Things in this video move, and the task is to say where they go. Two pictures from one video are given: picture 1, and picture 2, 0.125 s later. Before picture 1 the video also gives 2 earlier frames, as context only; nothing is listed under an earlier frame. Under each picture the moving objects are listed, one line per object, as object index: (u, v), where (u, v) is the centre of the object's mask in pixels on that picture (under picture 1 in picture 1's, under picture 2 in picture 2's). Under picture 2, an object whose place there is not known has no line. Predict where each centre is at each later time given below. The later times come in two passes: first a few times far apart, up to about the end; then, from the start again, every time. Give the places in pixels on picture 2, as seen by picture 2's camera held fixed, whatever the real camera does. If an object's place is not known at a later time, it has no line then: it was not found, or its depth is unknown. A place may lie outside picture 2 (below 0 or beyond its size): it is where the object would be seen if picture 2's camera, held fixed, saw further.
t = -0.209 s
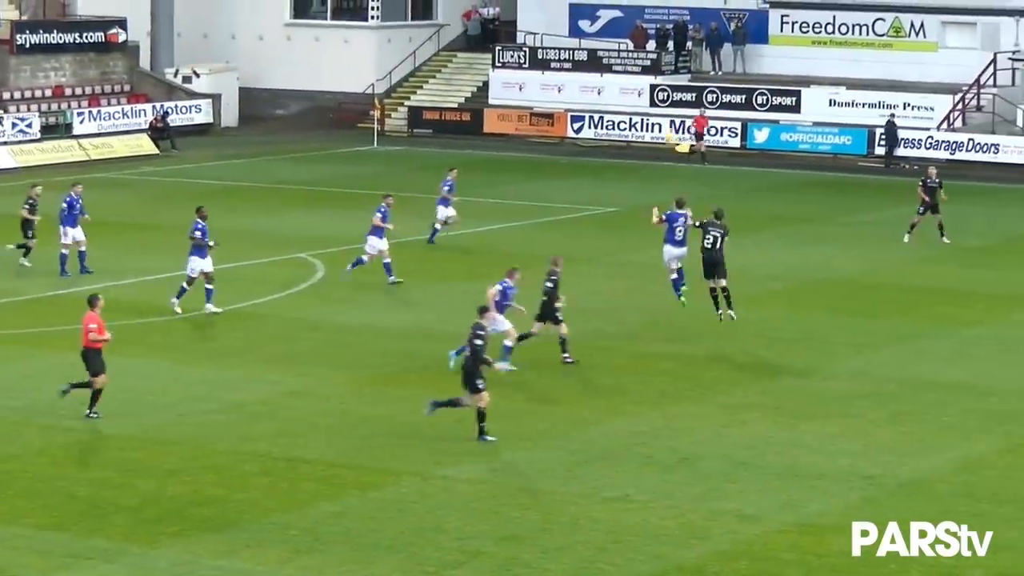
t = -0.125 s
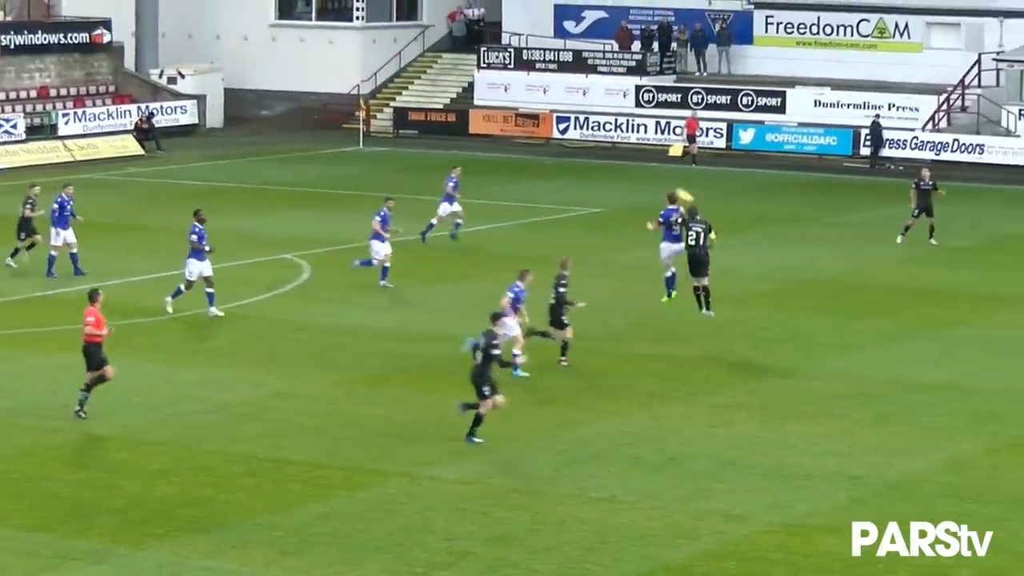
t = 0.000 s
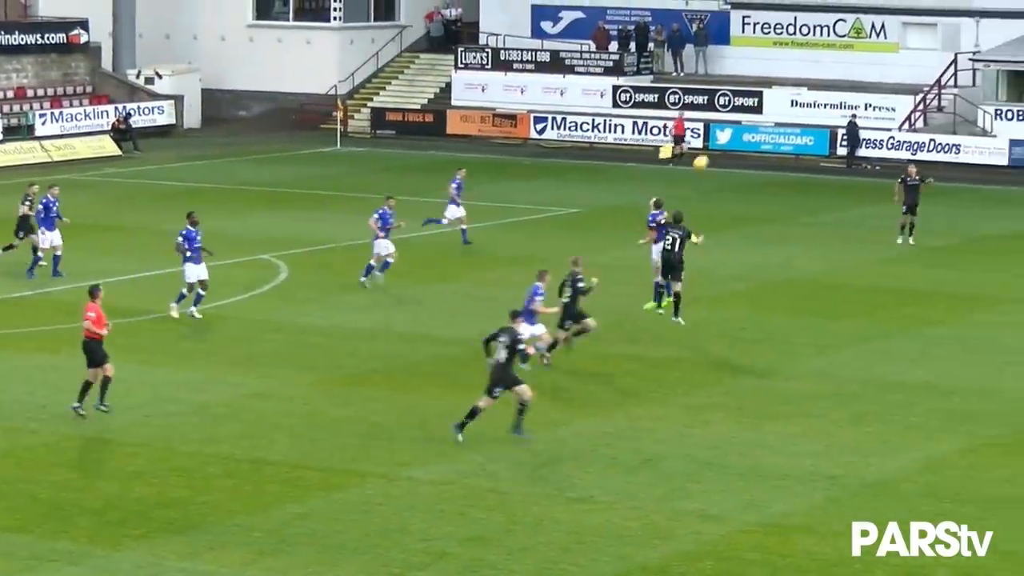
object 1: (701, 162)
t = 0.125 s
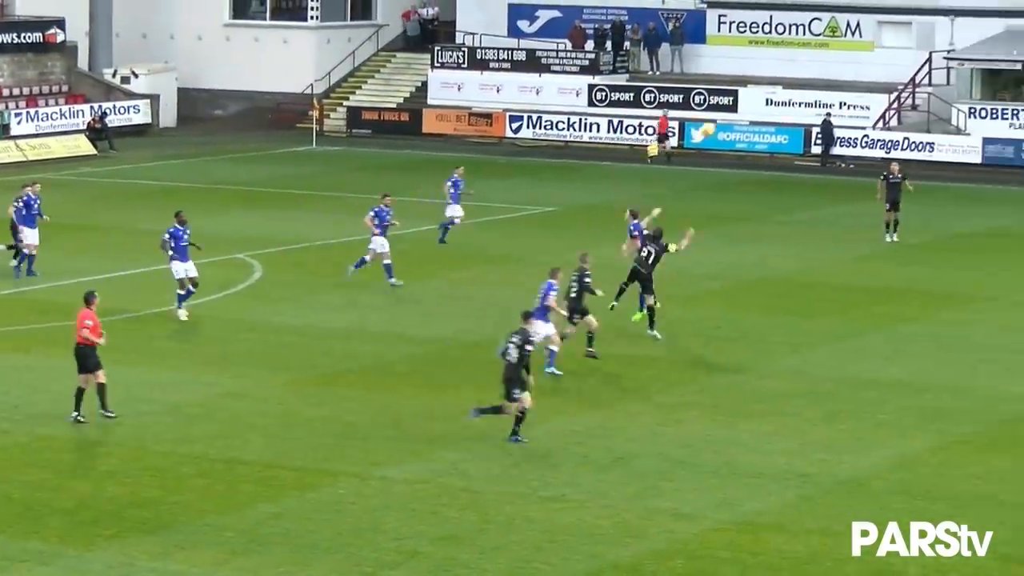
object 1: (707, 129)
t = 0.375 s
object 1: (774, 85)
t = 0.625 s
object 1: (846, 78)
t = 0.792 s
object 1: (883, 95)
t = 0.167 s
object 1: (718, 119)
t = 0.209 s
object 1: (729, 110)
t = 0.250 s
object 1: (741, 103)
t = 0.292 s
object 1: (751, 98)
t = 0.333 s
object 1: (764, 89)
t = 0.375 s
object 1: (774, 85)
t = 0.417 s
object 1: (789, 81)
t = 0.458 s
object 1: (802, 78)
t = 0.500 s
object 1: (815, 77)
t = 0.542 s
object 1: (826, 77)
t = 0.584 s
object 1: (838, 77)
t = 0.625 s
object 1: (846, 78)
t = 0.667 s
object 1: (859, 80)
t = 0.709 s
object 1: (866, 84)
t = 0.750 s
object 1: (877, 90)
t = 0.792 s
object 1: (883, 95)
